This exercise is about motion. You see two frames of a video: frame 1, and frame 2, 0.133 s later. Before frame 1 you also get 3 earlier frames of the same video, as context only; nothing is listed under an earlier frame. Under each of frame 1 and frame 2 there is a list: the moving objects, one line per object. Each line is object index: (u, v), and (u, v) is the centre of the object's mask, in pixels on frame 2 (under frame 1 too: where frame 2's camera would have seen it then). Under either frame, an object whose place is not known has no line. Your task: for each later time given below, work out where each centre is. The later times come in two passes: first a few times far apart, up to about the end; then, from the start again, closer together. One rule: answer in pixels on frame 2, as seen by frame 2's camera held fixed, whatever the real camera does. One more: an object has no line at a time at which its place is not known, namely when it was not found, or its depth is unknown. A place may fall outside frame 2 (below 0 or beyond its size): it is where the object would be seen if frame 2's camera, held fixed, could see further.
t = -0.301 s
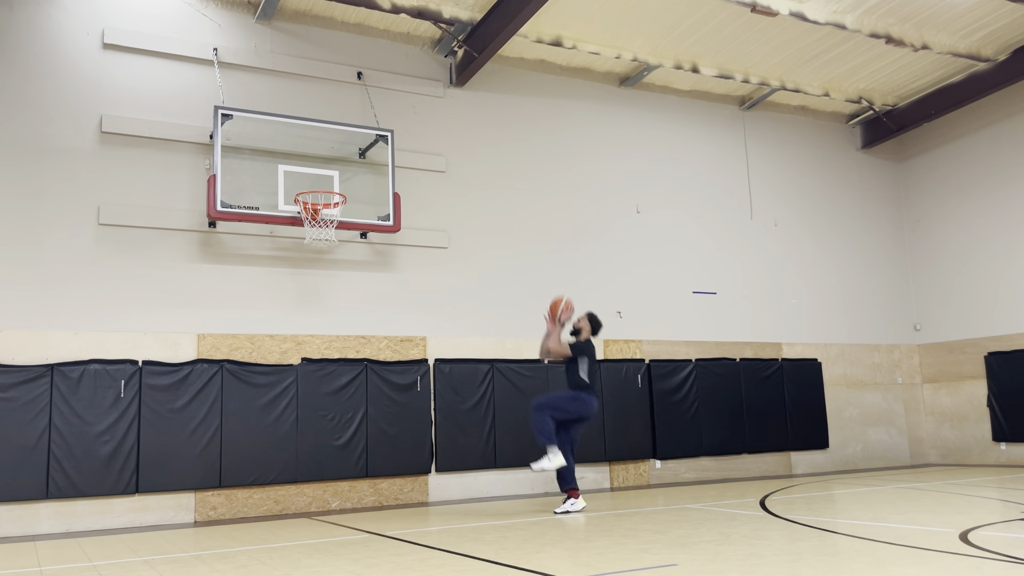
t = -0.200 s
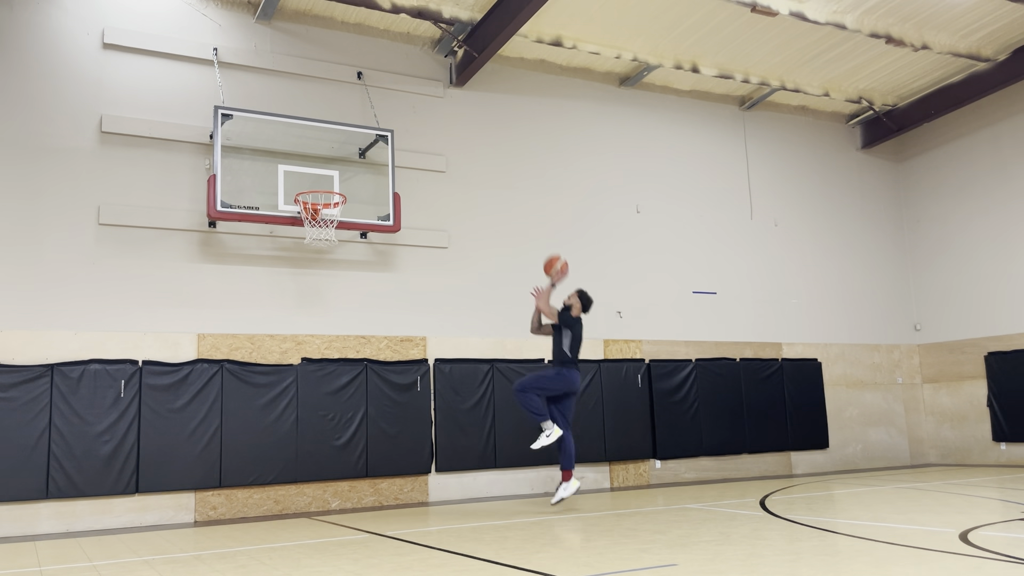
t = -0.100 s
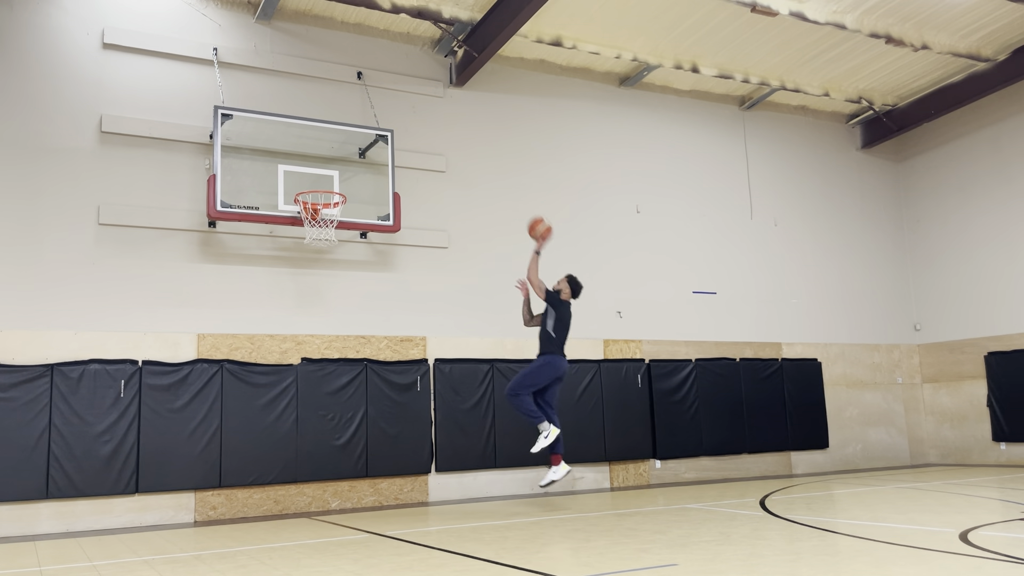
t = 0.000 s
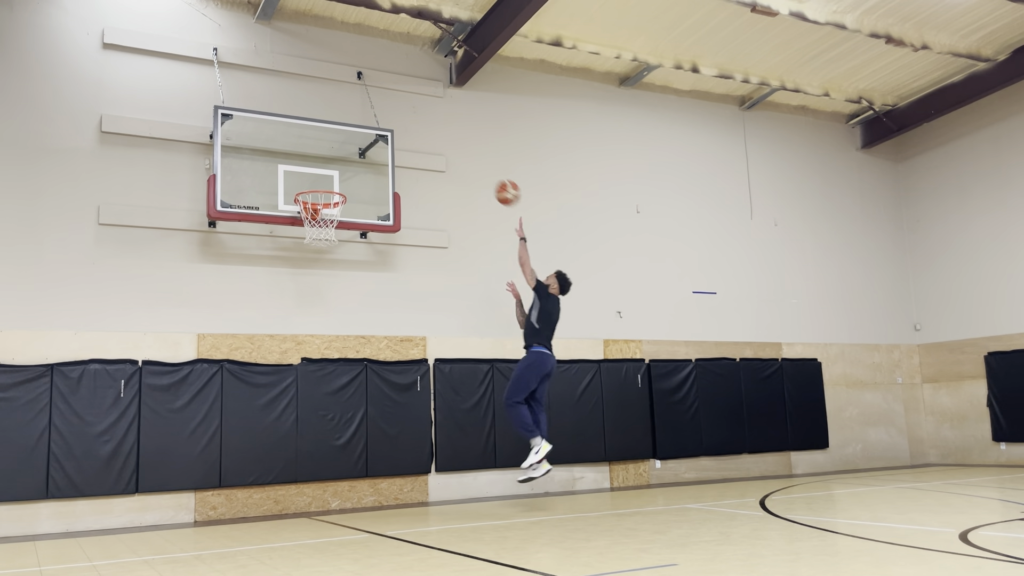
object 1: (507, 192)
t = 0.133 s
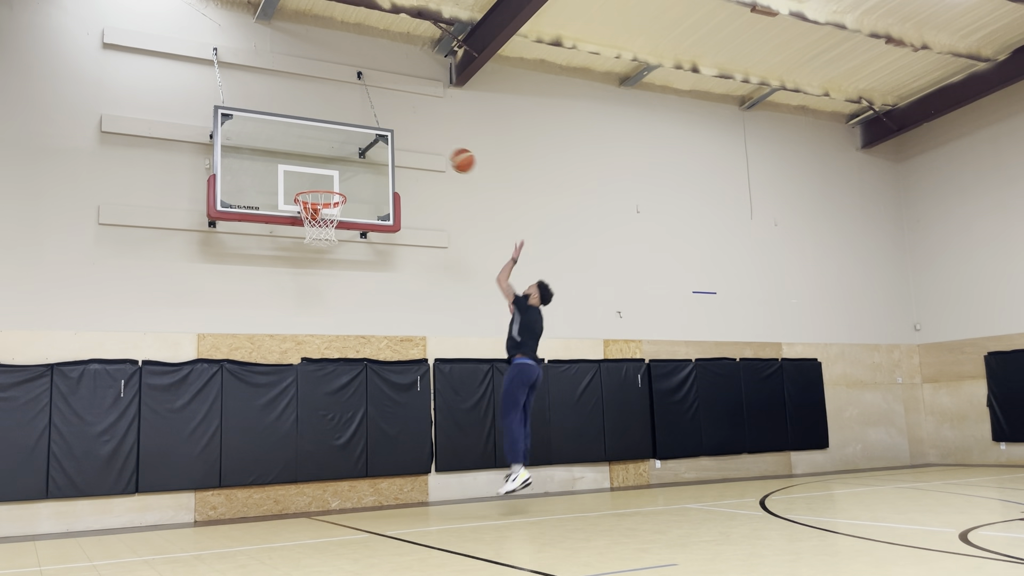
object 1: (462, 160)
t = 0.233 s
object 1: (429, 148)
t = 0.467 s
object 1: (356, 158)
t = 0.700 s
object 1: (329, 205)
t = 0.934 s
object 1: (333, 232)
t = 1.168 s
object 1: (323, 298)
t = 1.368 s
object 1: (315, 399)
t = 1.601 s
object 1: (301, 470)
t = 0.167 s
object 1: (451, 155)
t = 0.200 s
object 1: (440, 151)
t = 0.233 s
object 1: (429, 148)
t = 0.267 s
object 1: (419, 146)
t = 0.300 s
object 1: (409, 145)
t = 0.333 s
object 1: (398, 146)
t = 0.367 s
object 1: (388, 147)
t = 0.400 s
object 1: (376, 150)
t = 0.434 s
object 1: (366, 153)
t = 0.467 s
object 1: (356, 158)
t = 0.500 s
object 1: (346, 163)
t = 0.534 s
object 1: (336, 169)
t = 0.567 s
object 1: (325, 177)
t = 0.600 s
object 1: (315, 183)
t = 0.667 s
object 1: (319, 200)
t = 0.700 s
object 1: (329, 205)
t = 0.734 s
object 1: (338, 210)
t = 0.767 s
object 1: (342, 214)
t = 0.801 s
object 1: (343, 219)
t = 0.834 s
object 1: (338, 222)
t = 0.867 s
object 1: (336, 225)
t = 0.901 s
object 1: (335, 228)
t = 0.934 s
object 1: (333, 232)
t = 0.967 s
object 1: (332, 241)
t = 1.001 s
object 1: (330, 246)
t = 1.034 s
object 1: (329, 254)
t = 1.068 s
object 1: (327, 263)
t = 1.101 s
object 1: (326, 274)
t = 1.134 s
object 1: (324, 285)
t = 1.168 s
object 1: (323, 298)
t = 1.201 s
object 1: (322, 312)
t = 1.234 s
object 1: (320, 327)
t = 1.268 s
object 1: (319, 343)
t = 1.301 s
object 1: (317, 362)
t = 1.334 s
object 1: (316, 379)
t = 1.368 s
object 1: (315, 399)
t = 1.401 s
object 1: (313, 420)
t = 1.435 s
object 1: (312, 443)
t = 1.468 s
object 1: (311, 466)
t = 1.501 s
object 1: (310, 490)
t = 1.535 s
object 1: (307, 509)
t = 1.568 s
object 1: (304, 488)
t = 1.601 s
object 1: (301, 470)
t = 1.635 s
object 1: (298, 454)
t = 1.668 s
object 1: (295, 438)
